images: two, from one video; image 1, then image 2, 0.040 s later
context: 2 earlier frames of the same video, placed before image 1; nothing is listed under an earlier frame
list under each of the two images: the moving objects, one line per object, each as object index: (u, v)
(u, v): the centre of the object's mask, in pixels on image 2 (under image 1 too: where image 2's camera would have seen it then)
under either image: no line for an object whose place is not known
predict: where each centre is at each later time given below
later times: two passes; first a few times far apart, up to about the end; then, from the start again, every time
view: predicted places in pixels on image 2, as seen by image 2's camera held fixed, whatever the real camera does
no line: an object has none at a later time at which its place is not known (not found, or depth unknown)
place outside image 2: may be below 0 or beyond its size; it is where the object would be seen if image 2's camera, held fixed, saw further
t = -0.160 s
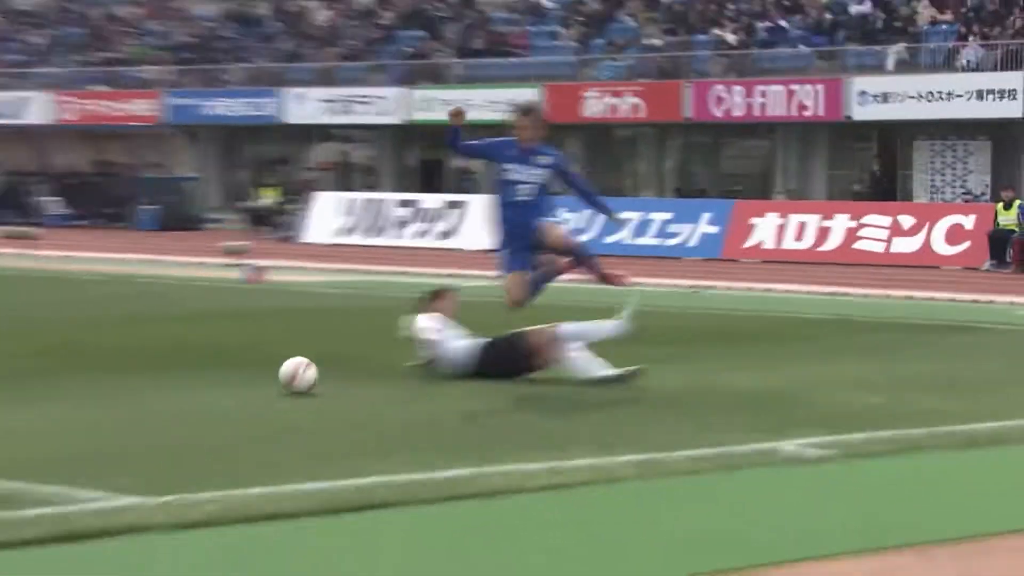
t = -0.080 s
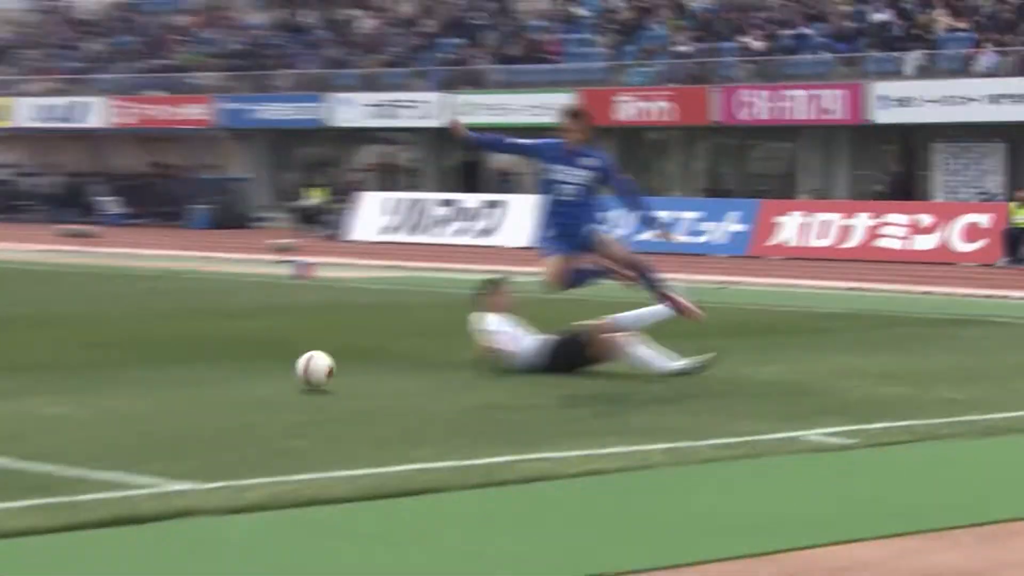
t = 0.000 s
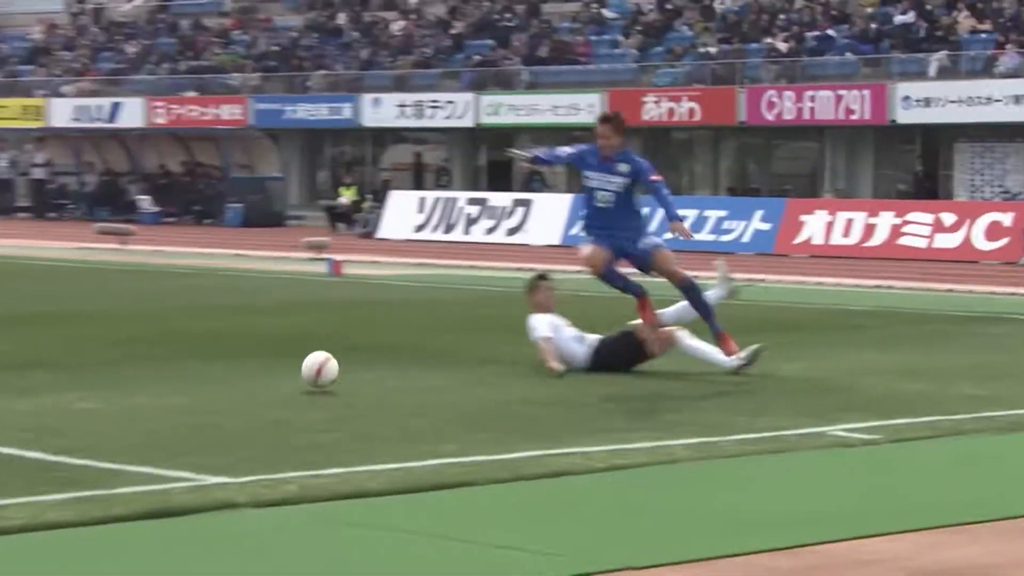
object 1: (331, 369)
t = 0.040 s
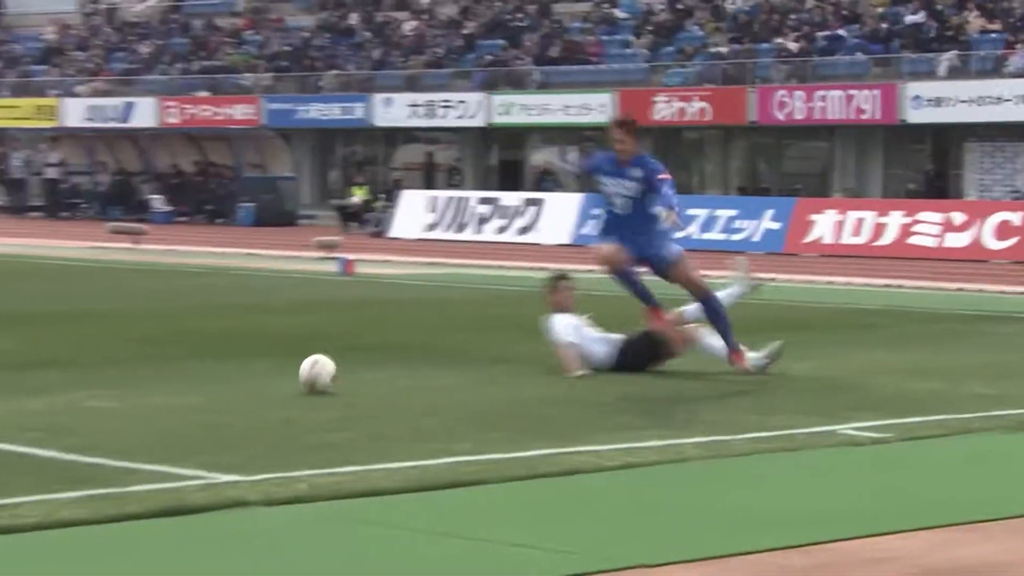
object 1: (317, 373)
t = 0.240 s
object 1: (254, 385)
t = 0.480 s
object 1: (171, 399)
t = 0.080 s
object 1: (307, 377)
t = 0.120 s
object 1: (293, 378)
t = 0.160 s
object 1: (279, 380)
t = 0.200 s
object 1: (269, 381)
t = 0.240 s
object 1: (254, 385)
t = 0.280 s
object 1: (238, 388)
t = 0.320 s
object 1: (227, 389)
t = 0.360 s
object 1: (214, 392)
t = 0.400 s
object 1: (196, 396)
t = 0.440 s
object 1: (183, 398)
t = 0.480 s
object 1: (171, 399)
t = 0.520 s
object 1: (148, 405)
